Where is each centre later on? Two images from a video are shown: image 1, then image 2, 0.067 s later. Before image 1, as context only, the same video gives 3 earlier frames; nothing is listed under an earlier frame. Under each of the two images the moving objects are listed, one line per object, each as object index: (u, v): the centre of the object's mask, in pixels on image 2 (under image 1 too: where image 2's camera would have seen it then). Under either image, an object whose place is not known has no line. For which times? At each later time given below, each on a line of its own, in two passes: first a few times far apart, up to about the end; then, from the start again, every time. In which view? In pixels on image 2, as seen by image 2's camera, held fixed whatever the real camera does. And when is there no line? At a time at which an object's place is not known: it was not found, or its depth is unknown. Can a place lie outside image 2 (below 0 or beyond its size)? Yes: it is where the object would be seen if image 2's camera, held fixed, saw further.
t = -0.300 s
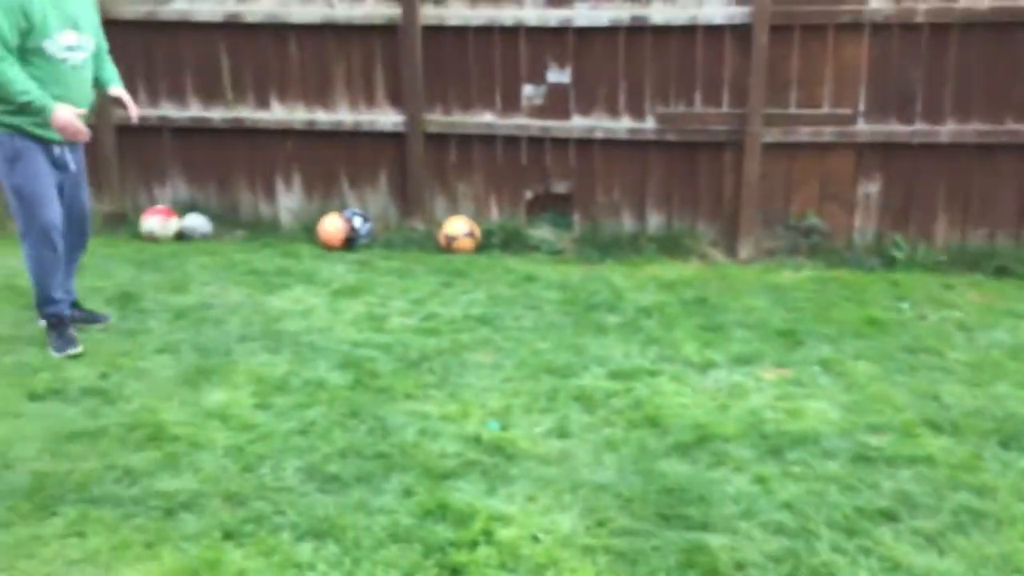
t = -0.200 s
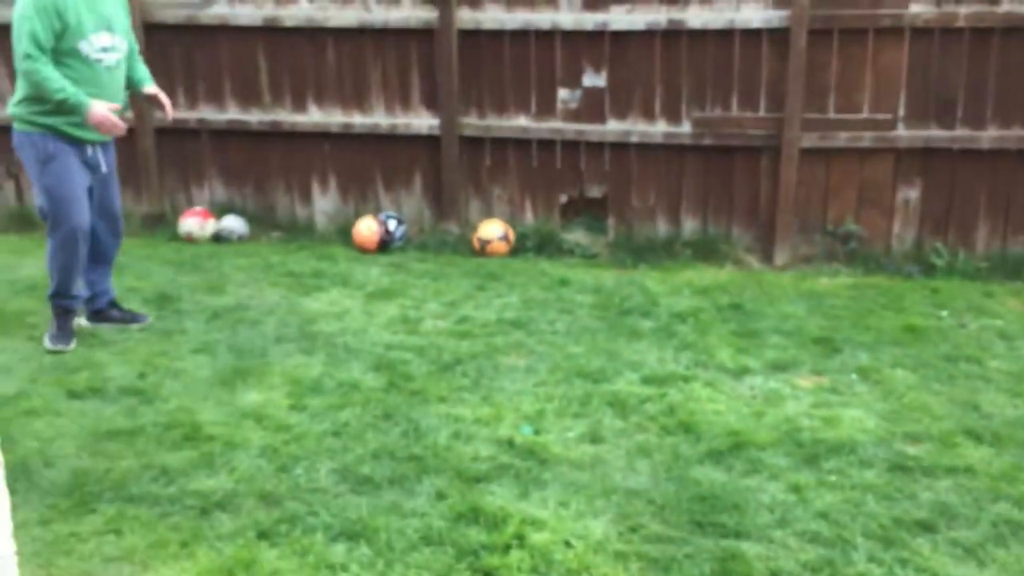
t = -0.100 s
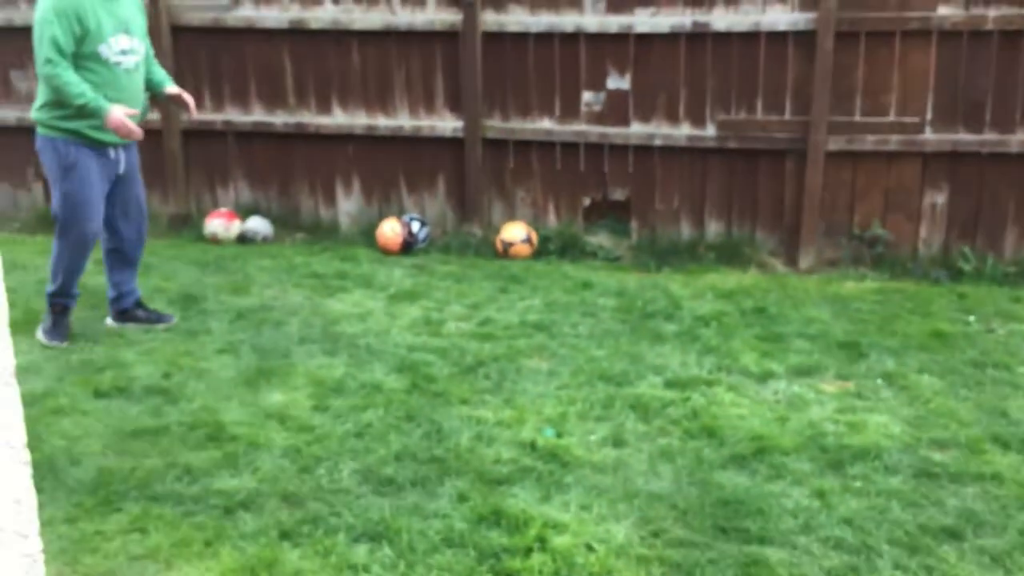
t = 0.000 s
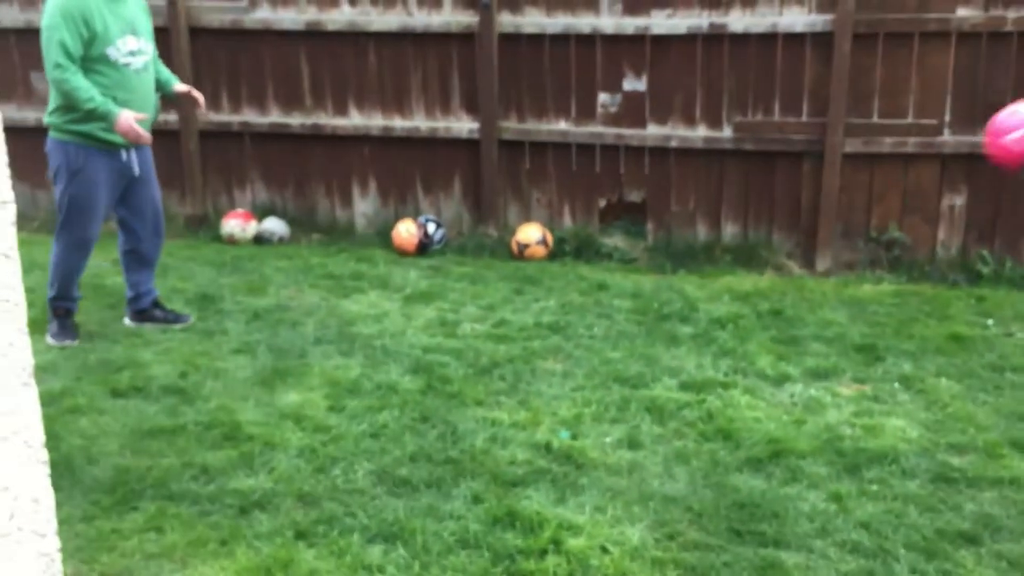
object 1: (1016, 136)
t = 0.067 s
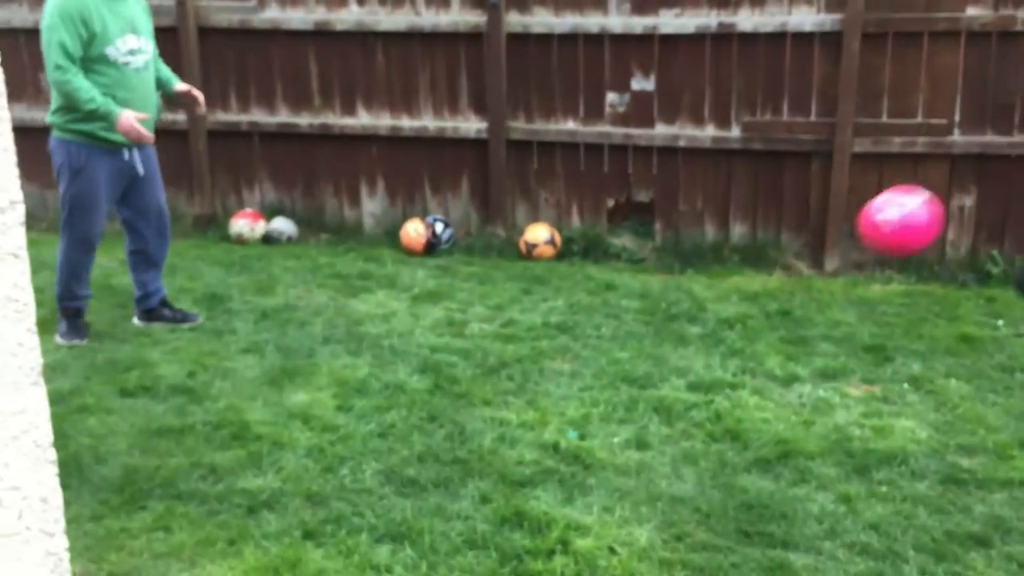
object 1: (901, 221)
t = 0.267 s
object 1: (610, 390)
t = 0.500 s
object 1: (471, 214)
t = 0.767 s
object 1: (339, 223)
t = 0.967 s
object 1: (265, 337)
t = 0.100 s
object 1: (838, 264)
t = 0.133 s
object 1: (779, 309)
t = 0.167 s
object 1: (725, 353)
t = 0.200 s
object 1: (674, 397)
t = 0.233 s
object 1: (632, 430)
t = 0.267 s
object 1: (610, 390)
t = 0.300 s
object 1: (589, 353)
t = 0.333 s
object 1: (569, 321)
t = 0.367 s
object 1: (549, 293)
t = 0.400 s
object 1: (529, 268)
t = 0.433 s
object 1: (509, 246)
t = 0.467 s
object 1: (490, 228)
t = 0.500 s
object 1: (471, 214)
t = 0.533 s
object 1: (453, 204)
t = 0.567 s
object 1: (435, 197)
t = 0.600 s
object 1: (418, 194)
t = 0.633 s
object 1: (401, 193)
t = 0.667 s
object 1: (384, 196)
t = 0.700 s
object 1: (369, 202)
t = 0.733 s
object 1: (354, 211)
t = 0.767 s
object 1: (339, 223)
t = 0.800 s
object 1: (326, 237)
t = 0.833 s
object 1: (313, 252)
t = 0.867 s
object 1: (301, 270)
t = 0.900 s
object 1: (289, 290)
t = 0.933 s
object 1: (277, 312)
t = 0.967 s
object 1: (265, 337)
